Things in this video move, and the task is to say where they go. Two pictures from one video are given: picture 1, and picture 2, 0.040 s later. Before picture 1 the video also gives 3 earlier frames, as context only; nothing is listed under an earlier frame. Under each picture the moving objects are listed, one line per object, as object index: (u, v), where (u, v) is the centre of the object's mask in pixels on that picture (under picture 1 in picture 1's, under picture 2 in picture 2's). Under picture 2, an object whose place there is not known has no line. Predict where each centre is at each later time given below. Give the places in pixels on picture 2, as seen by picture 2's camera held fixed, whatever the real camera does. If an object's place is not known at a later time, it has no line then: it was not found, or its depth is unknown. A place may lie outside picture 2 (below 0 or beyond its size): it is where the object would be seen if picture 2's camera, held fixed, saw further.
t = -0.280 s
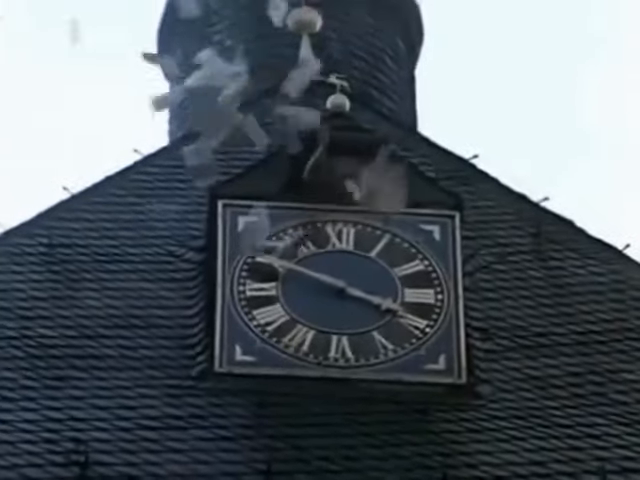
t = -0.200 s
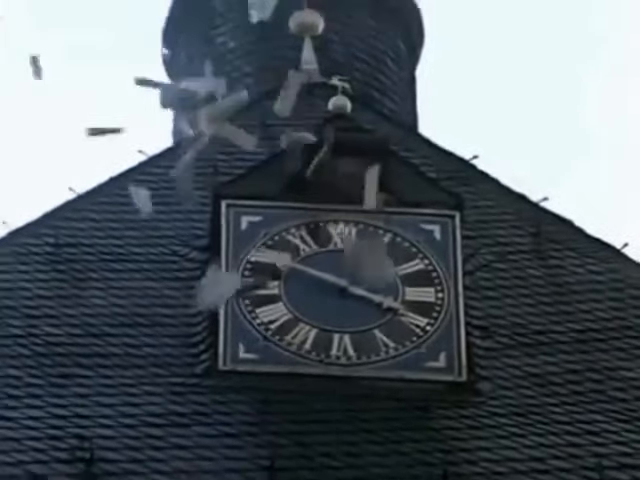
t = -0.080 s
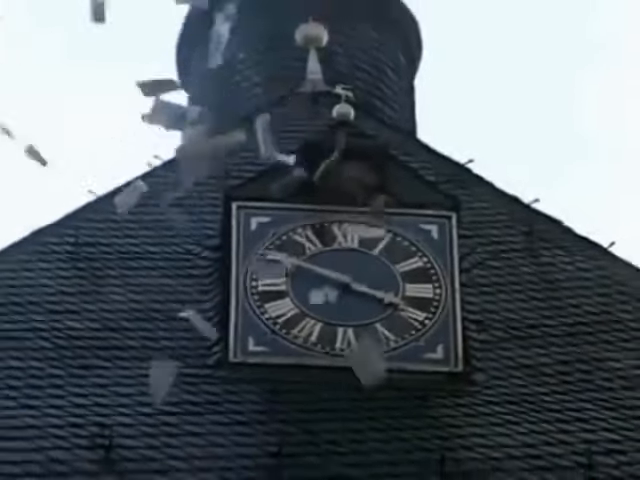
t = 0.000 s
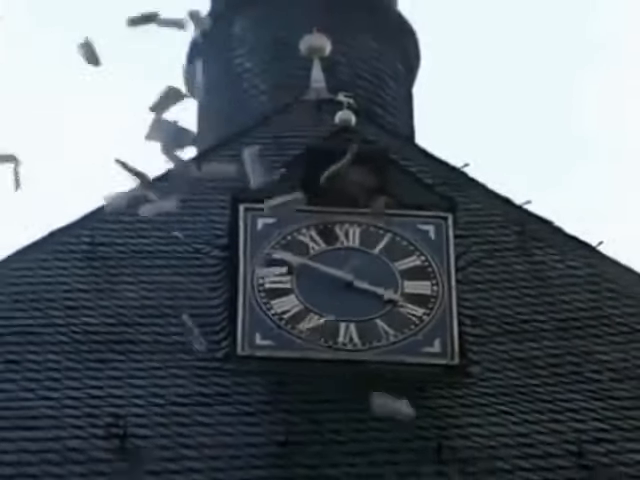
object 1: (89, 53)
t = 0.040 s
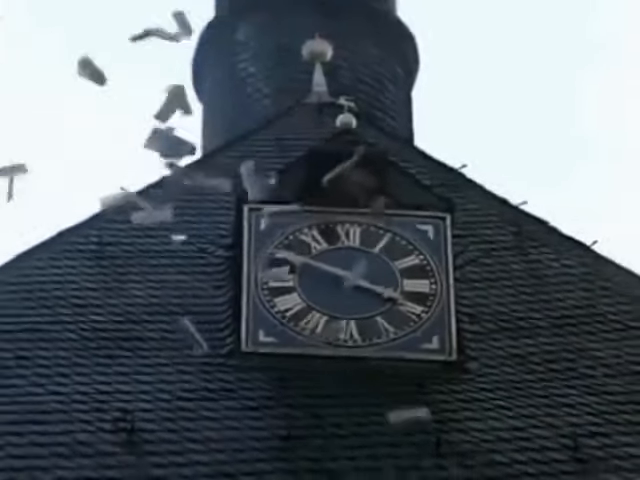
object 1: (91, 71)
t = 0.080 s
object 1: (90, 88)
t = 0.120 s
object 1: (91, 102)
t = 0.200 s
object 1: (91, 125)
